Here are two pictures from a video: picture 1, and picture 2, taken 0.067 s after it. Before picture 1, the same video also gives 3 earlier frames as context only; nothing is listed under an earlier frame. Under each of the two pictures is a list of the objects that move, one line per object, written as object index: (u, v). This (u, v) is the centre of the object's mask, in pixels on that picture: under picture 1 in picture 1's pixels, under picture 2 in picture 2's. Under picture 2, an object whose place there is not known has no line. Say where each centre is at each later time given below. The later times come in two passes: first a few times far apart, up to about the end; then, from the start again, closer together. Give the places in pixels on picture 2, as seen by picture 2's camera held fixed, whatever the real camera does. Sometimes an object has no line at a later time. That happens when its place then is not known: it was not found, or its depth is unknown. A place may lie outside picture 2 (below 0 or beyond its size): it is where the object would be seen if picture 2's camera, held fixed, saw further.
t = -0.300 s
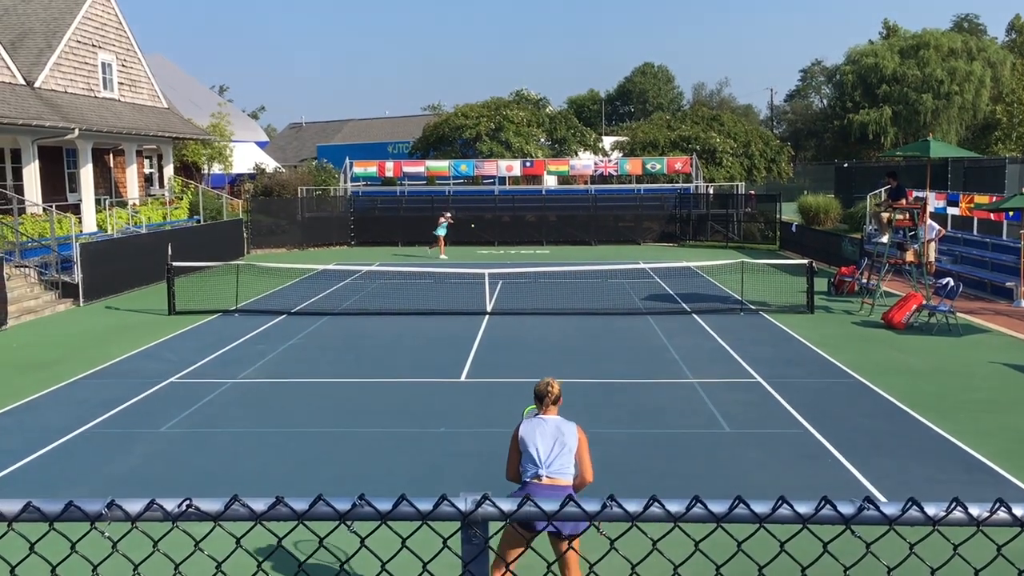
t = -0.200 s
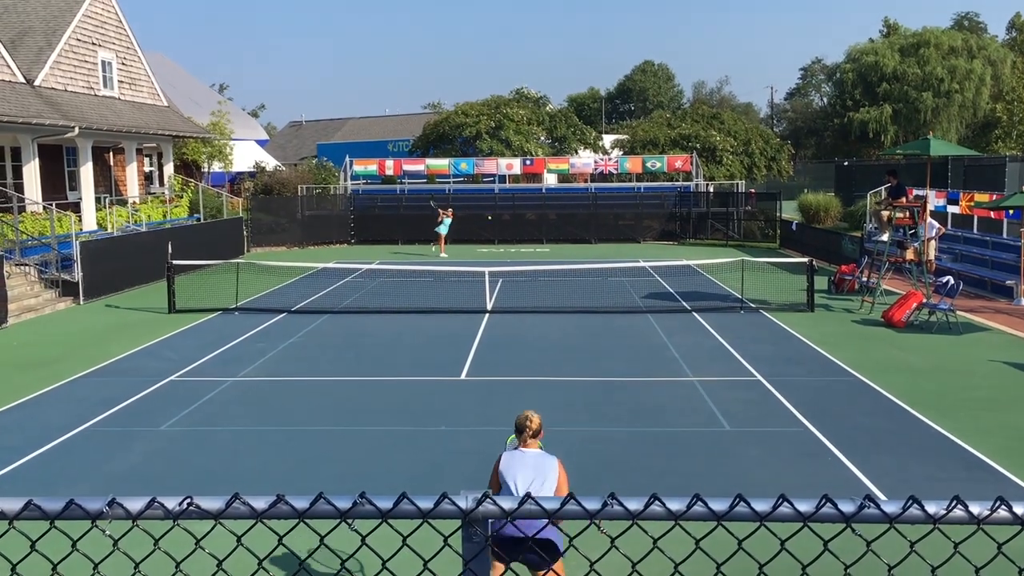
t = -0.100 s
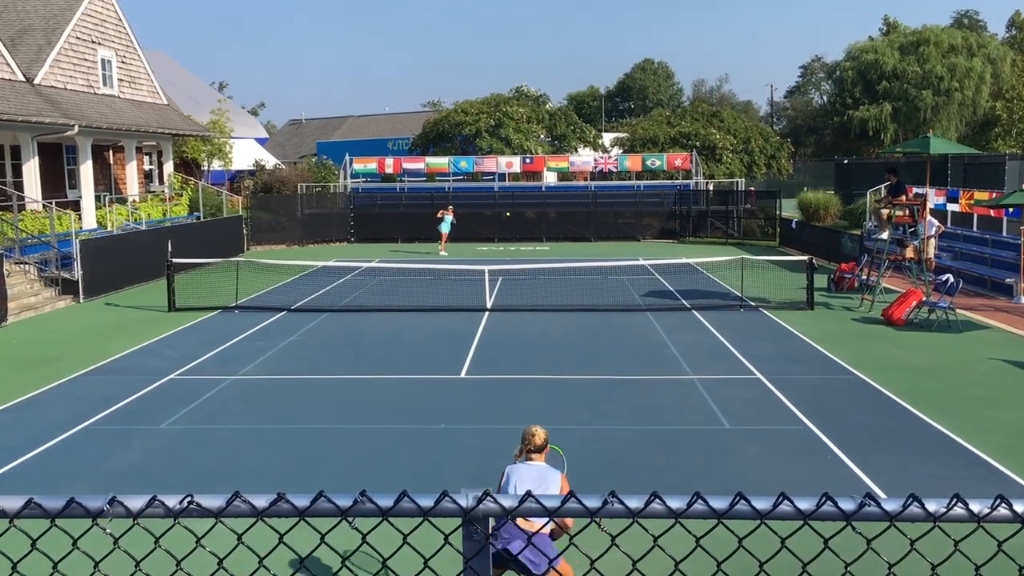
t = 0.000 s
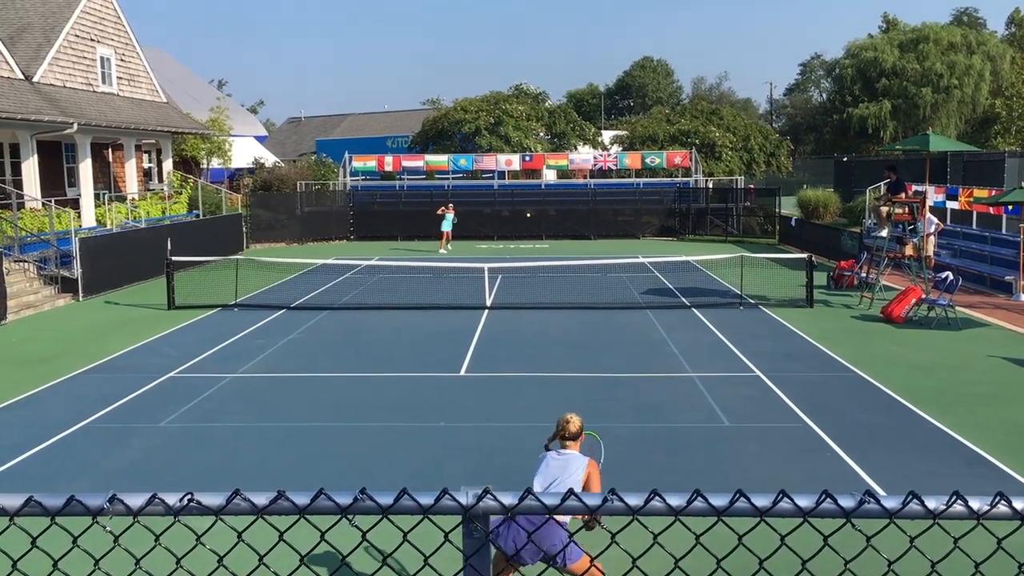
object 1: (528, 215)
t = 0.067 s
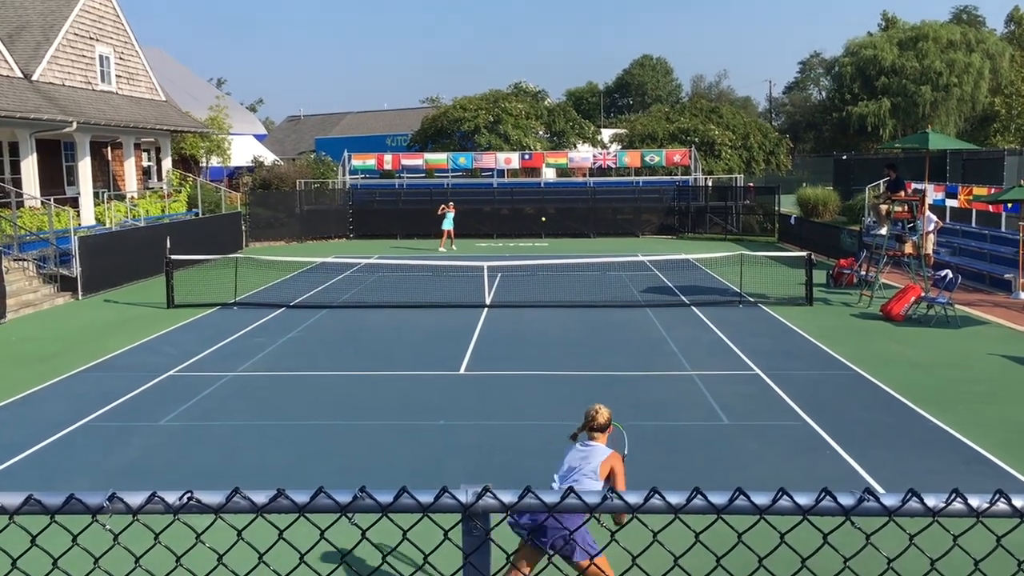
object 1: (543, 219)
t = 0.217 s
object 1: (584, 244)
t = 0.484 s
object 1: (693, 362)
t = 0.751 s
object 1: (813, 366)
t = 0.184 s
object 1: (574, 237)
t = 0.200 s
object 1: (579, 241)
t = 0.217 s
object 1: (584, 244)
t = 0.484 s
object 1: (693, 362)
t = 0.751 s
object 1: (813, 366)
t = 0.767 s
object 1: (822, 365)
